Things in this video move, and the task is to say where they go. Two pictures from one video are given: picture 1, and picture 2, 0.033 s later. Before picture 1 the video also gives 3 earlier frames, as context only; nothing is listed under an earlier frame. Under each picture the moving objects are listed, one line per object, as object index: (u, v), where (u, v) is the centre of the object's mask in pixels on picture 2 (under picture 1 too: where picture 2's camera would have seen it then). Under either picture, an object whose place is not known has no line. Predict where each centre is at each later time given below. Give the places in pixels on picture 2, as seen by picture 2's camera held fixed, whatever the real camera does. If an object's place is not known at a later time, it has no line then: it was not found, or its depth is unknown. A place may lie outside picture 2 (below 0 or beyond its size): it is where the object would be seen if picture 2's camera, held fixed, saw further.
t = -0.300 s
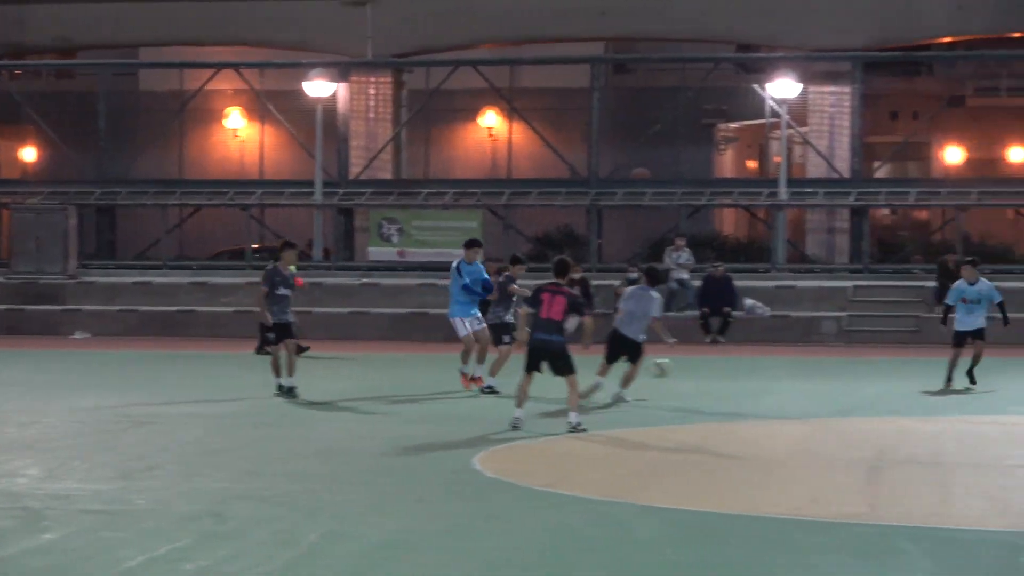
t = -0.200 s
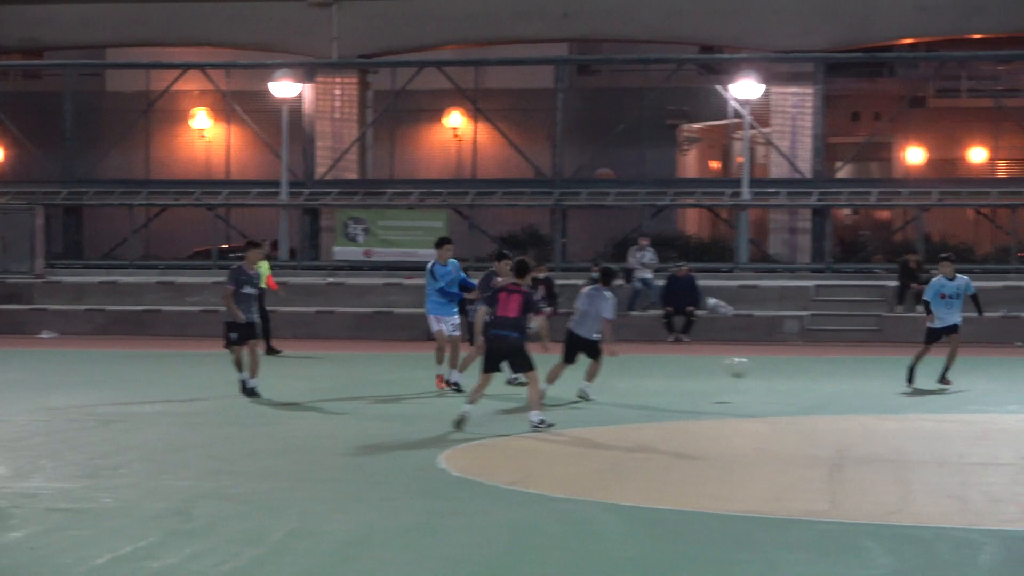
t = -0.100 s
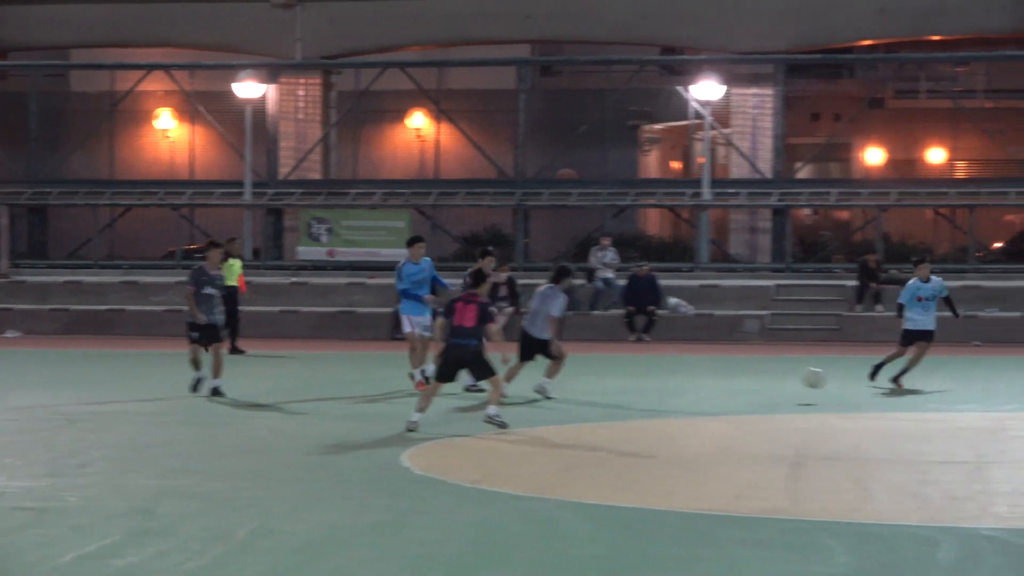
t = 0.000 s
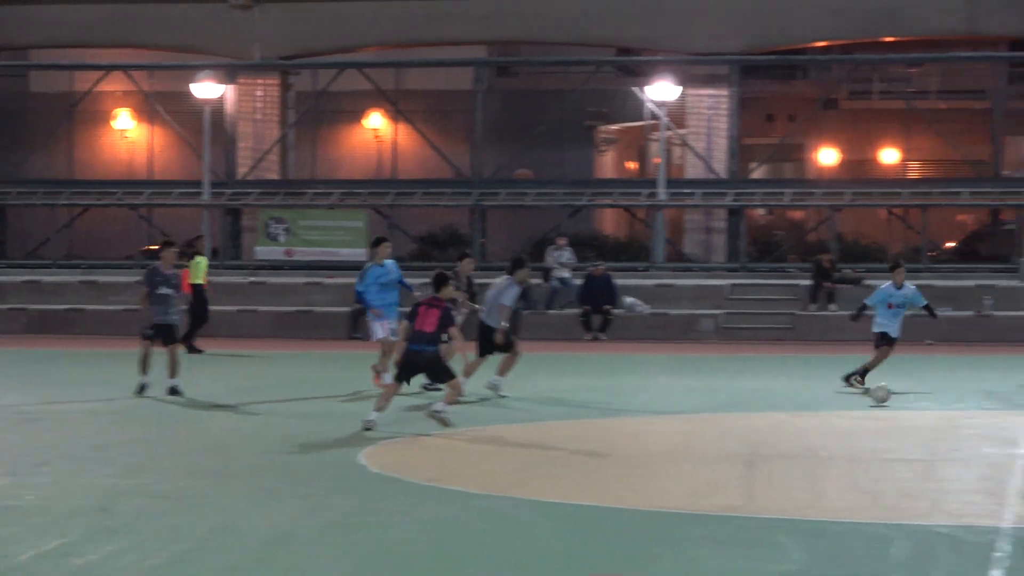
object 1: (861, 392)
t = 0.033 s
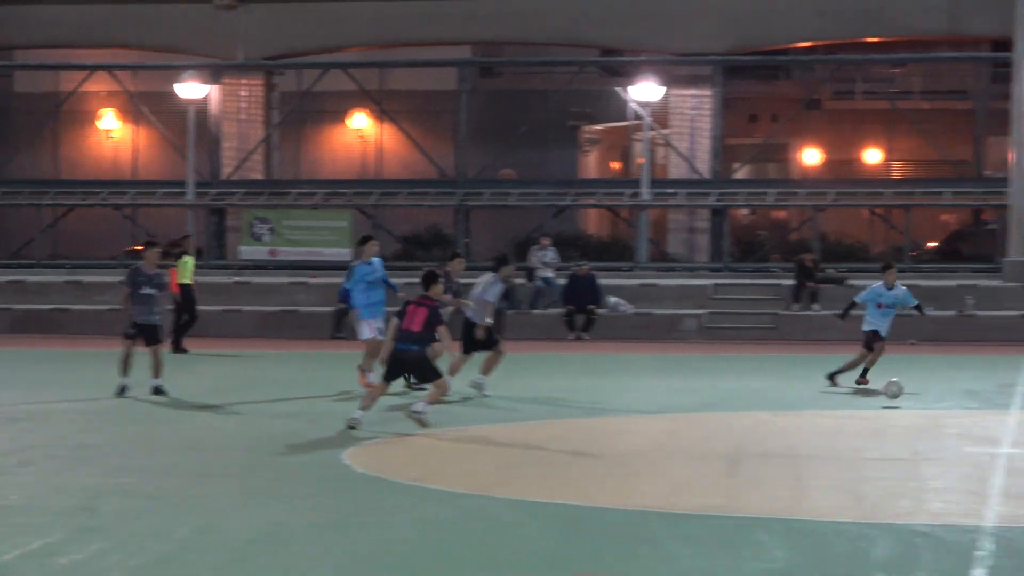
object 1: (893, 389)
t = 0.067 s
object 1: (925, 387)
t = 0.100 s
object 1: (957, 386)
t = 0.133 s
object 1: (991, 387)
